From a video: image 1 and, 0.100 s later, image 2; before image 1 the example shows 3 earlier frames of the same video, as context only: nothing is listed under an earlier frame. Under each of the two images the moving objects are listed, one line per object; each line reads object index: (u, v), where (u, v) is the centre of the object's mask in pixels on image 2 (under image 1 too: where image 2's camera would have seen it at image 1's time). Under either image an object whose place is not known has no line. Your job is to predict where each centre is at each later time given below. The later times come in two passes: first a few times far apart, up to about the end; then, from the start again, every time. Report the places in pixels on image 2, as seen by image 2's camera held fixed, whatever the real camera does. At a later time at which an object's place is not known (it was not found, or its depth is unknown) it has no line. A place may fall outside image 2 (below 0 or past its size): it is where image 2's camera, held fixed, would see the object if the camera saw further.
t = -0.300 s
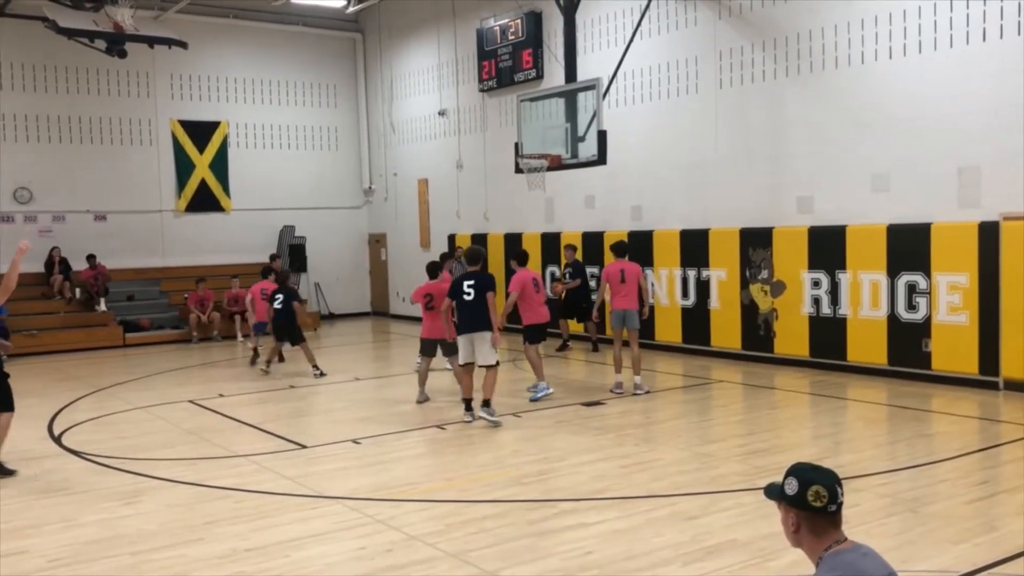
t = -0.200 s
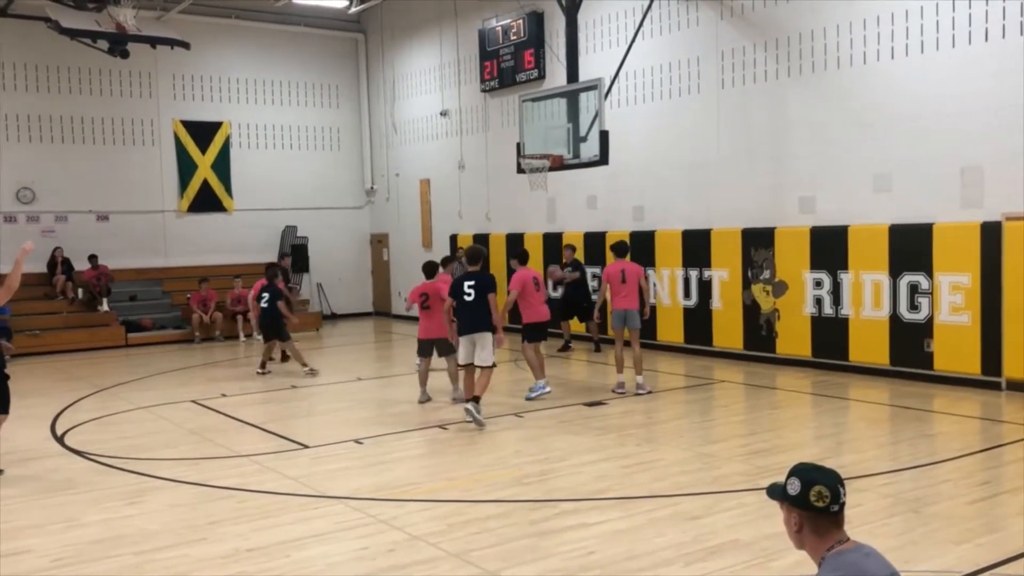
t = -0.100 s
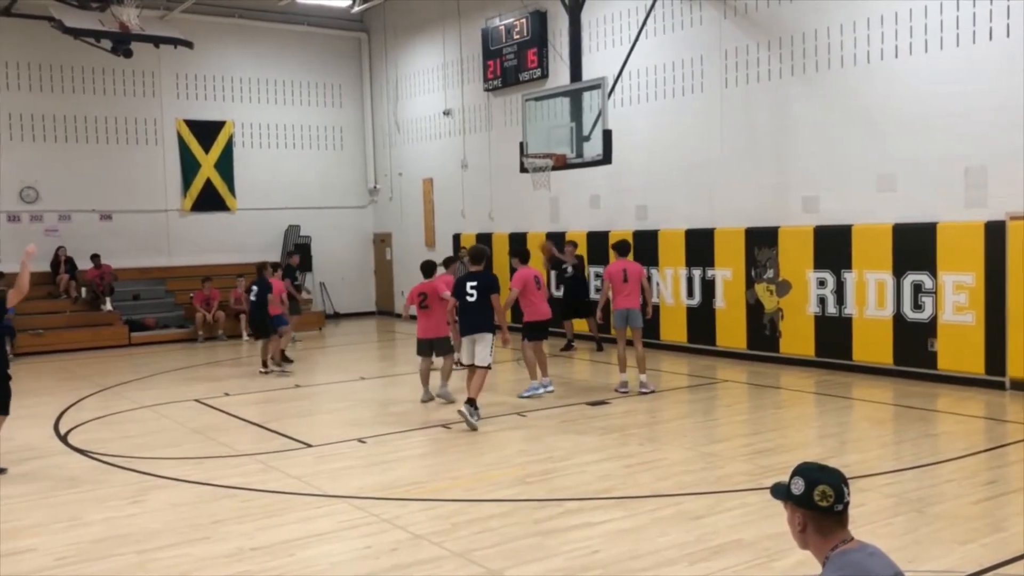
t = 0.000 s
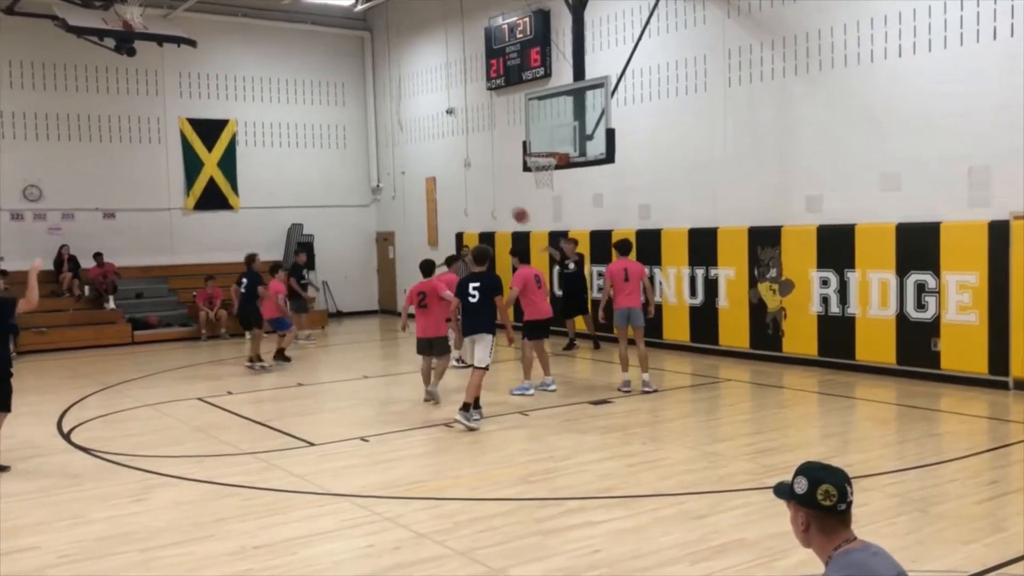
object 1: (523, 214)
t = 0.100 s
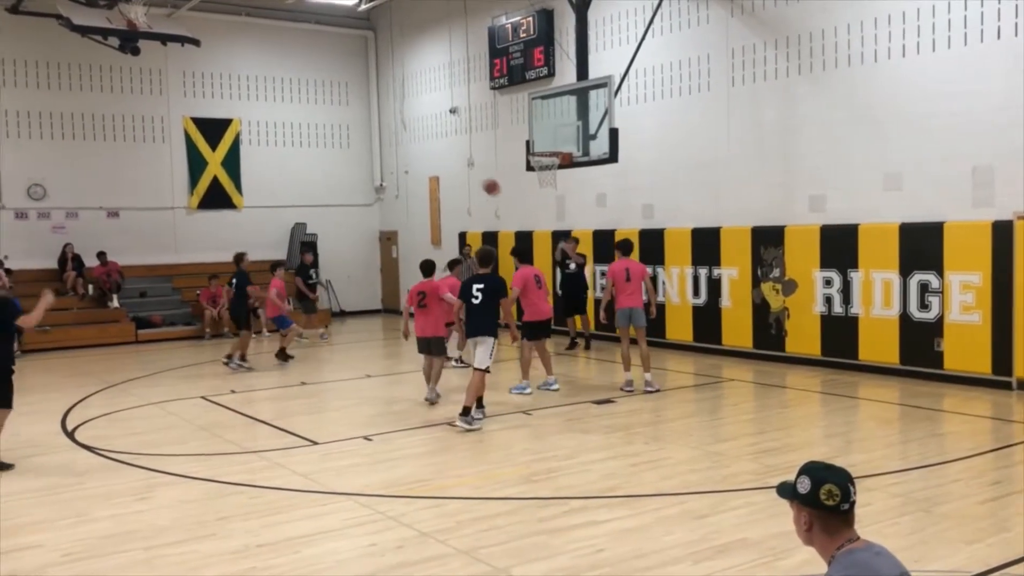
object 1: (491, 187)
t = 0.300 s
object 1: (418, 144)
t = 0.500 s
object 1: (334, 124)
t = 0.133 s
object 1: (480, 178)
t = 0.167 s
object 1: (468, 170)
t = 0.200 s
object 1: (455, 162)
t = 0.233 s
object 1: (444, 156)
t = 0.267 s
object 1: (431, 150)
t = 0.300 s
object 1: (418, 144)
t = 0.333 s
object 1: (405, 139)
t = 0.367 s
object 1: (392, 134)
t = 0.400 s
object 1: (378, 131)
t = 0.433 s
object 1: (364, 128)
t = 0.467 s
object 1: (349, 125)
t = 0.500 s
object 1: (334, 124)
